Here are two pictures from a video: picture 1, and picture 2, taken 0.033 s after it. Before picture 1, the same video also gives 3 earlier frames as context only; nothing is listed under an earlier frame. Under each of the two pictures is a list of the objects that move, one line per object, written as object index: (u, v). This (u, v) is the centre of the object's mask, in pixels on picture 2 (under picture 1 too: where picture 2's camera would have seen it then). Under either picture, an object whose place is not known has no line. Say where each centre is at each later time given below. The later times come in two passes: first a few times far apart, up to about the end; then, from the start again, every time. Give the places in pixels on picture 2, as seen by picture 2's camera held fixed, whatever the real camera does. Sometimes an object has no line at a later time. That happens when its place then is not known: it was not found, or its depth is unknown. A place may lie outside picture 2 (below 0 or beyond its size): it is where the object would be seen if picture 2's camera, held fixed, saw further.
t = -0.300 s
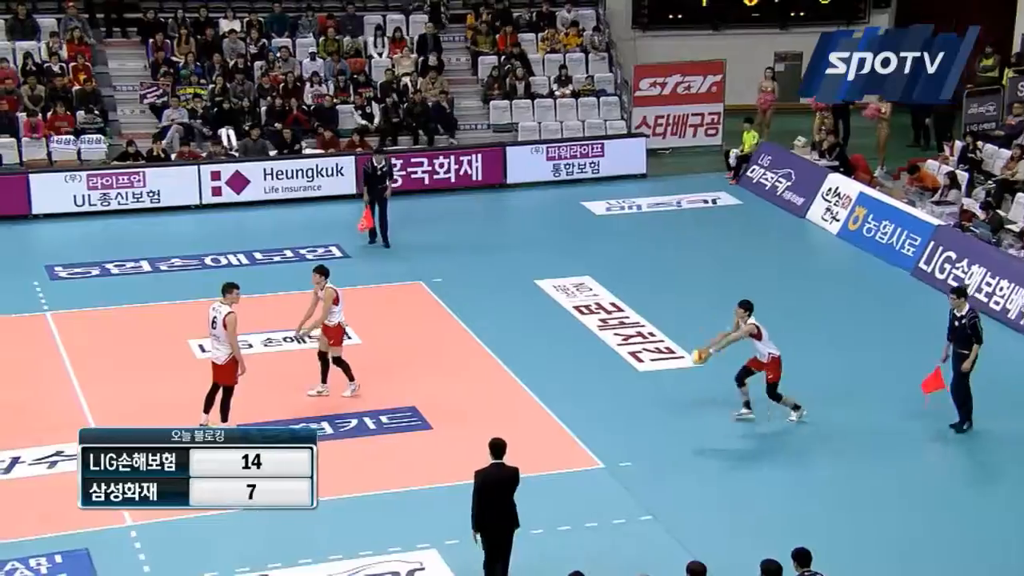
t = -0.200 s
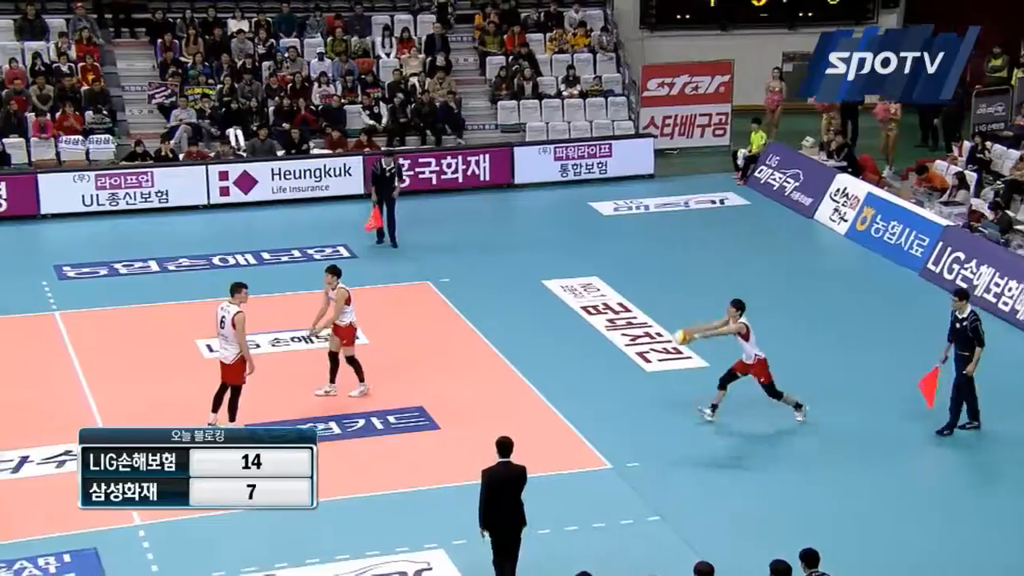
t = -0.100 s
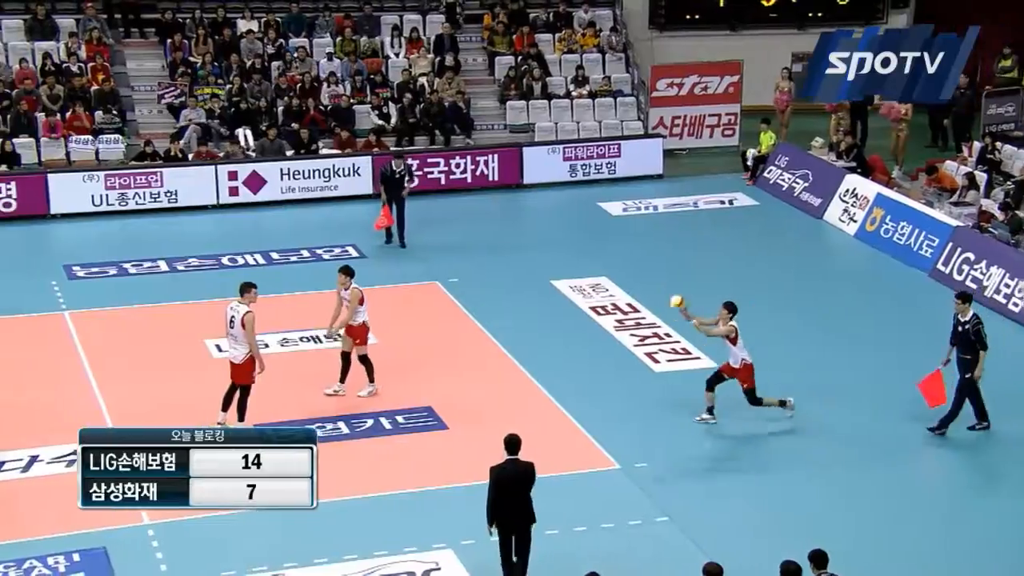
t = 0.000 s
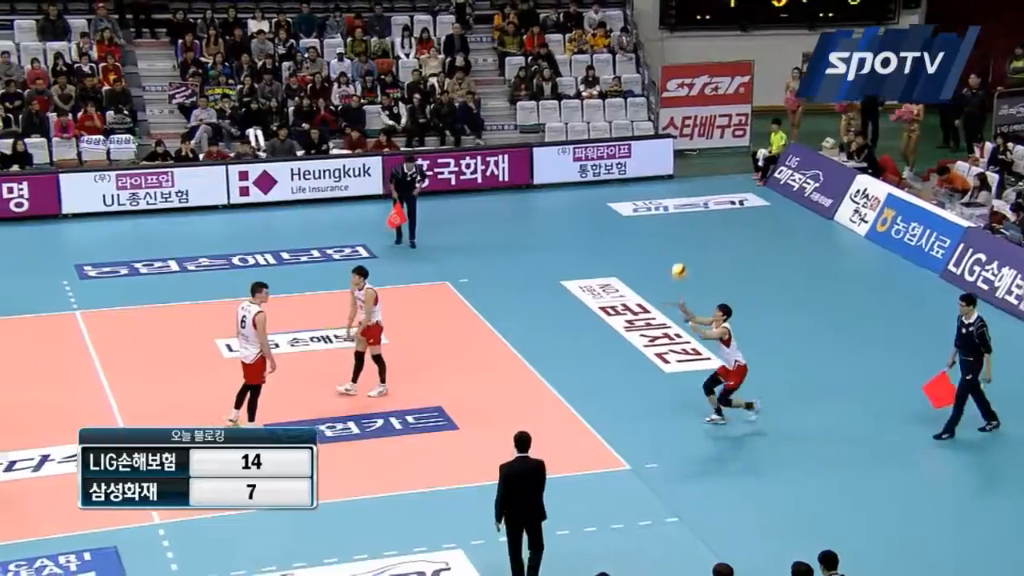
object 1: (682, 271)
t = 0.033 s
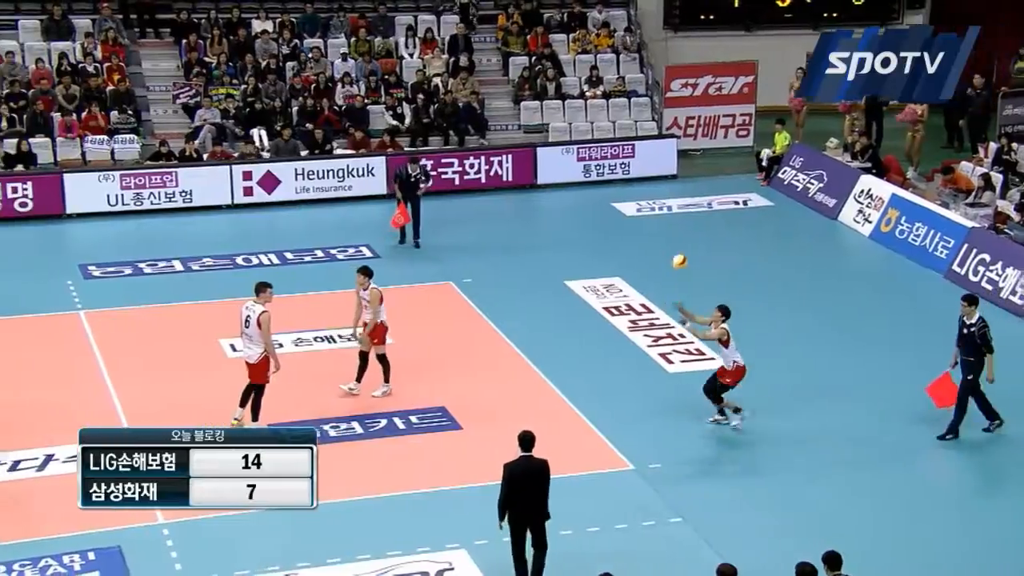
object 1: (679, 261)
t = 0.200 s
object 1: (664, 228)
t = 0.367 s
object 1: (650, 214)
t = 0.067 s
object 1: (676, 253)
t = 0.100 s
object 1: (673, 245)
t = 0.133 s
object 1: (670, 239)
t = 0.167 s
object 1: (667, 233)
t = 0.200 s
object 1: (664, 228)
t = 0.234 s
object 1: (661, 223)
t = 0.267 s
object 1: (659, 219)
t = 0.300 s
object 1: (656, 217)
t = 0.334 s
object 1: (653, 216)
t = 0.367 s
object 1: (650, 214)
